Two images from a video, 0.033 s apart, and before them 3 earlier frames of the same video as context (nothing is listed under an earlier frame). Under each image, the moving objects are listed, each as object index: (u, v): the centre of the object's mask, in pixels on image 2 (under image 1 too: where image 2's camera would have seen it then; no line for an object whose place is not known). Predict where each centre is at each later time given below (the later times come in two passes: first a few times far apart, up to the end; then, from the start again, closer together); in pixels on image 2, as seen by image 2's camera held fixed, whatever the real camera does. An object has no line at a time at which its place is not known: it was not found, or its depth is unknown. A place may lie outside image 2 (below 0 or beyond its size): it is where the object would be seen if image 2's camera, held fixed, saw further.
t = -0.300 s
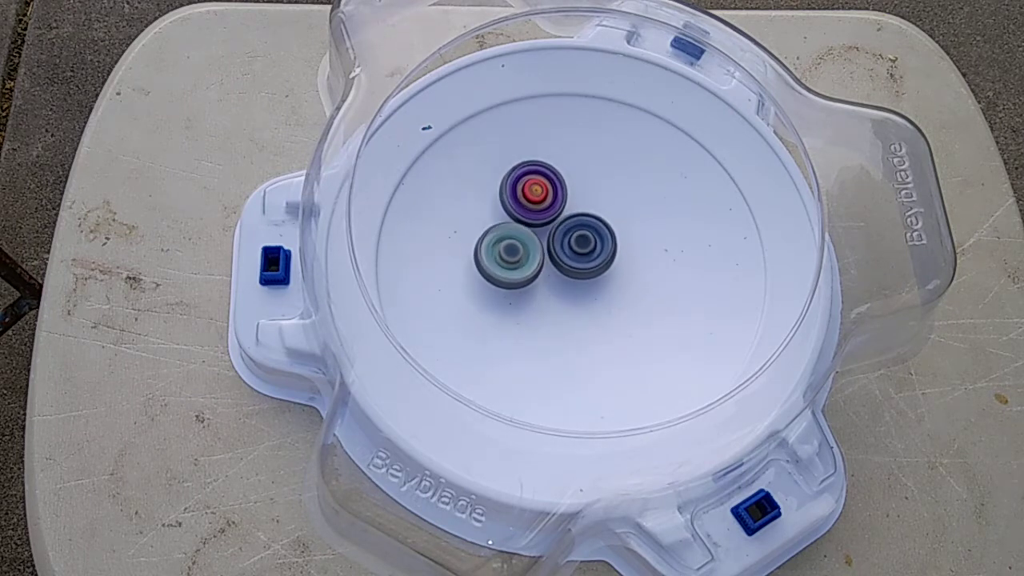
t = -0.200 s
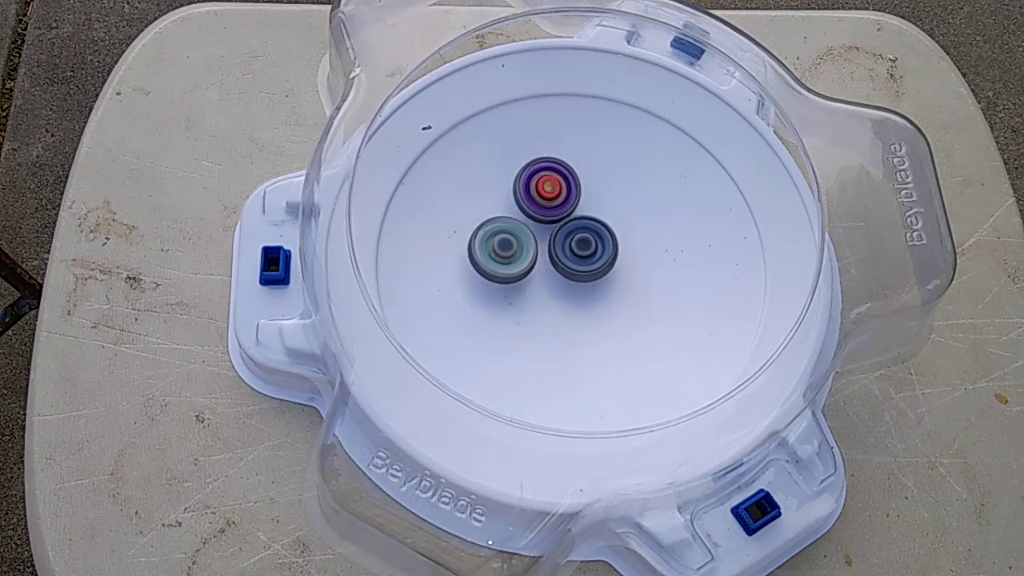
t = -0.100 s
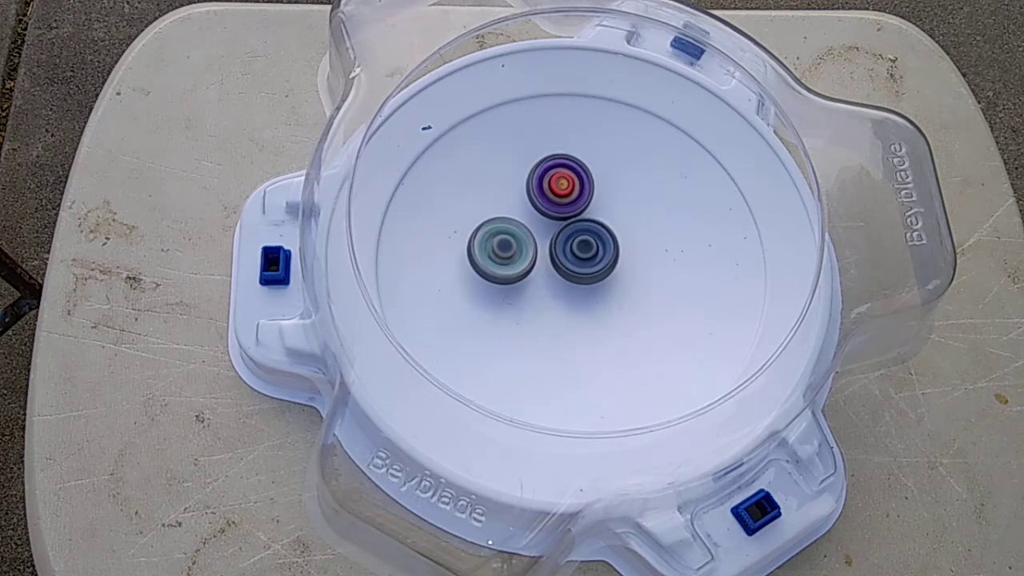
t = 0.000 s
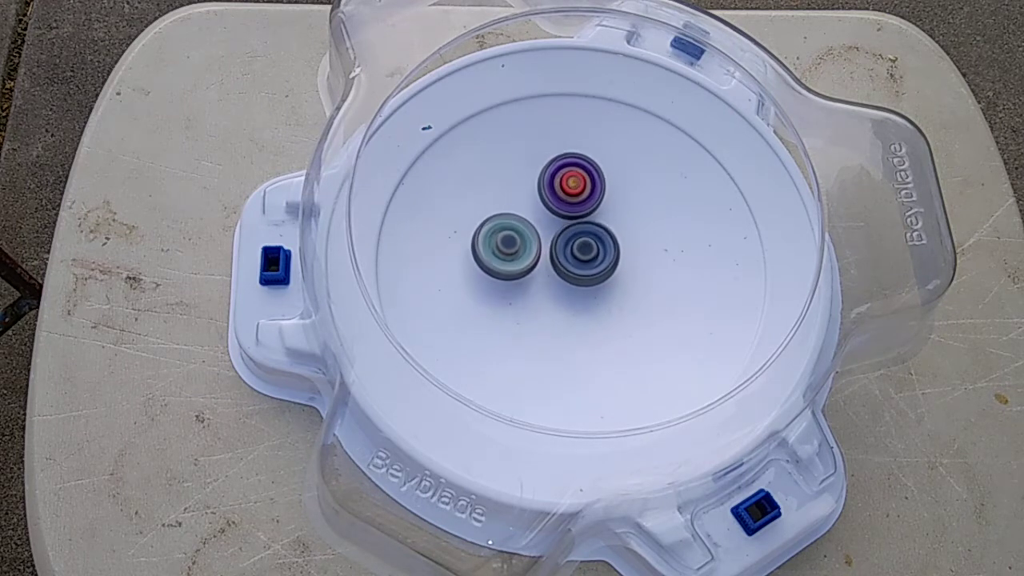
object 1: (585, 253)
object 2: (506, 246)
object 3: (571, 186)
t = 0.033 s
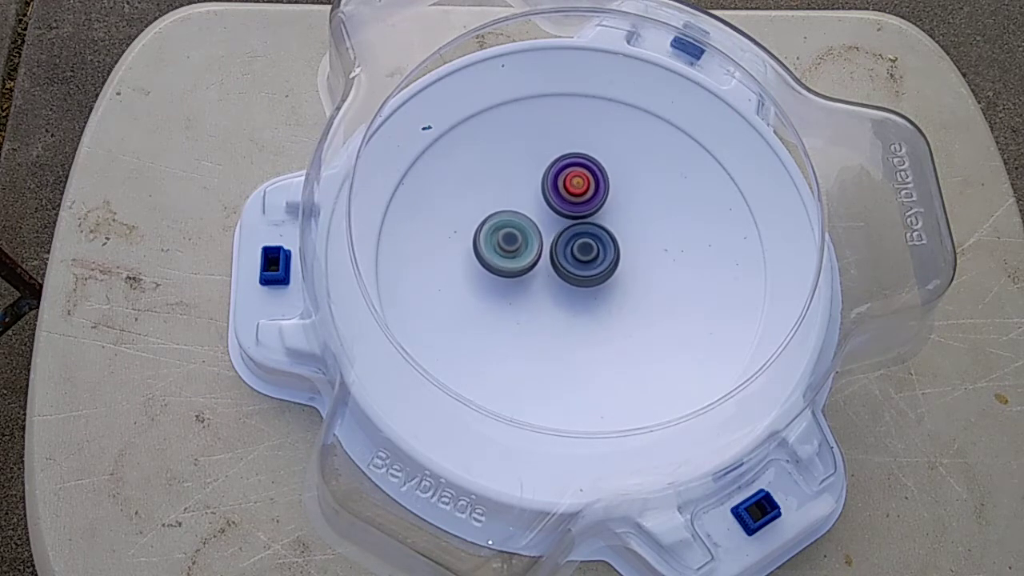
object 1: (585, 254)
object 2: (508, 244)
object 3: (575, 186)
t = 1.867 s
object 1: (551, 277)
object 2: (621, 204)
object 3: (622, 302)
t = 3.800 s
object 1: (545, 168)
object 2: (620, 316)
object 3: (505, 260)
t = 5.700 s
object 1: (627, 205)
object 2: (588, 324)
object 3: (534, 204)
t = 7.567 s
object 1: (520, 181)
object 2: (638, 281)
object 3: (545, 281)
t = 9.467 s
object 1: (544, 175)
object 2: (589, 240)
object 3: (575, 309)
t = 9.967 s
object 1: (528, 205)
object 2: (613, 210)
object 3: (590, 295)
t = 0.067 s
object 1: (585, 255)
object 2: (509, 241)
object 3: (579, 186)
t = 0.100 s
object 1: (585, 255)
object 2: (511, 238)
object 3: (583, 186)
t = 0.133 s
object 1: (584, 256)
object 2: (512, 235)
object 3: (587, 186)
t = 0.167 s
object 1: (584, 257)
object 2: (513, 232)
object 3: (591, 187)
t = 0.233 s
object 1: (584, 258)
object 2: (515, 229)
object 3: (599, 189)
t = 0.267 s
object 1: (583, 259)
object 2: (516, 228)
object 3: (603, 190)
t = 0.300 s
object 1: (583, 259)
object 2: (517, 227)
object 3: (607, 191)
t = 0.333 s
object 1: (582, 260)
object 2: (517, 226)
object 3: (610, 192)
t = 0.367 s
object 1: (582, 261)
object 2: (518, 225)
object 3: (614, 194)
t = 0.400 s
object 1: (581, 262)
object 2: (519, 225)
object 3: (617, 195)
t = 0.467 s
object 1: (580, 263)
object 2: (521, 223)
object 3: (623, 198)
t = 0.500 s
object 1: (579, 264)
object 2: (522, 222)
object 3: (626, 200)
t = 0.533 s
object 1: (579, 264)
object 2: (524, 221)
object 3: (629, 202)
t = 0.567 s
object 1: (582, 268)
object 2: (523, 216)
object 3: (631, 203)
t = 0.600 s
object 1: (583, 271)
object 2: (522, 213)
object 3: (634, 205)
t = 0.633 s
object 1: (584, 273)
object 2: (523, 210)
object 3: (636, 207)
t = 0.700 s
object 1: (584, 275)
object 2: (529, 210)
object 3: (640, 211)
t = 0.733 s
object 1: (583, 275)
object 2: (532, 211)
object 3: (642, 213)
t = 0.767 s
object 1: (582, 275)
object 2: (534, 212)
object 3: (643, 216)
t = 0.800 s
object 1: (581, 275)
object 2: (536, 214)
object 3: (644, 218)
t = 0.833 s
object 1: (580, 274)
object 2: (537, 214)
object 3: (645, 221)
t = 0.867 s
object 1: (579, 273)
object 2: (537, 215)
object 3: (646, 223)
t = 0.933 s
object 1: (577, 271)
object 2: (538, 212)
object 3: (648, 228)
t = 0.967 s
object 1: (576, 271)
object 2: (540, 209)
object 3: (649, 231)
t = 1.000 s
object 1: (575, 270)
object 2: (543, 207)
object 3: (649, 233)
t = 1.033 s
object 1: (573, 270)
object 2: (546, 204)
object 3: (649, 236)
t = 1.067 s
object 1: (572, 269)
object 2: (549, 203)
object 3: (649, 239)
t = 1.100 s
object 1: (571, 269)
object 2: (553, 202)
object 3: (649, 242)
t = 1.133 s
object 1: (570, 268)
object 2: (556, 202)
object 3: (649, 245)
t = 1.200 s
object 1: (569, 283)
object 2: (562, 192)
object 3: (648, 252)
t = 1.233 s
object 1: (569, 290)
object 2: (564, 187)
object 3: (647, 255)
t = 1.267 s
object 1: (569, 294)
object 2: (566, 187)
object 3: (646, 259)
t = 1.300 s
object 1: (569, 296)
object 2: (566, 191)
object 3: (644, 263)
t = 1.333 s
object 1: (569, 296)
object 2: (566, 196)
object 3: (643, 266)
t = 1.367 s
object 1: (570, 295)
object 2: (566, 201)
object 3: (641, 270)
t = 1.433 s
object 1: (564, 293)
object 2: (563, 210)
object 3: (644, 276)
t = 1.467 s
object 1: (557, 293)
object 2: (562, 212)
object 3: (646, 278)
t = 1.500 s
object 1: (553, 292)
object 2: (563, 214)
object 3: (646, 280)
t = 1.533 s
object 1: (551, 290)
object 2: (568, 216)
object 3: (645, 282)
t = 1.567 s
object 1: (550, 289)
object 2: (575, 219)
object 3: (643, 284)
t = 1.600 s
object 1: (550, 287)
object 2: (582, 222)
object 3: (641, 286)
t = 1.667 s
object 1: (551, 284)
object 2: (599, 225)
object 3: (637, 290)
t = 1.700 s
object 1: (552, 283)
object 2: (606, 224)
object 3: (635, 292)
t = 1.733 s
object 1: (552, 282)
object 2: (612, 222)
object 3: (632, 294)
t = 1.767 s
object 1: (553, 281)
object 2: (618, 218)
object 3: (629, 296)
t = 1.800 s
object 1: (553, 280)
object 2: (622, 213)
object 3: (626, 298)
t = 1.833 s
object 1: (553, 279)
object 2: (623, 208)
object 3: (623, 299)
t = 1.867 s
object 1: (551, 277)
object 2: (621, 204)
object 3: (622, 302)
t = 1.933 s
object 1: (545, 271)
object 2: (610, 204)
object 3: (617, 305)
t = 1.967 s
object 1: (544, 270)
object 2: (606, 206)
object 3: (615, 307)
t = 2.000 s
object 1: (543, 268)
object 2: (602, 208)
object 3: (612, 308)
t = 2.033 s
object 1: (543, 267)
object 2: (598, 210)
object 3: (609, 310)
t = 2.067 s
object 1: (542, 266)
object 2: (597, 212)
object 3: (605, 311)
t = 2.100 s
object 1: (542, 265)
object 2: (597, 215)
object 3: (602, 312)
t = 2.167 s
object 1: (542, 264)
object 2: (600, 224)
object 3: (596, 314)
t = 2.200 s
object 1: (541, 264)
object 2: (603, 231)
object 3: (592, 315)
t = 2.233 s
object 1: (537, 265)
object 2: (610, 237)
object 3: (588, 316)
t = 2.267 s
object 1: (534, 265)
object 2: (615, 241)
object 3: (584, 317)
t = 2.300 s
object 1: (532, 265)
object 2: (618, 242)
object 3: (580, 317)
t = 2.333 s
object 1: (526, 258)
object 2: (620, 242)
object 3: (581, 322)
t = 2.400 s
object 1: (520, 247)
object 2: (617, 238)
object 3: (578, 324)
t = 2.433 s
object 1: (519, 244)
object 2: (614, 237)
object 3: (575, 324)
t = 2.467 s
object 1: (520, 242)
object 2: (611, 235)
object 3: (573, 324)
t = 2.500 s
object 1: (522, 241)
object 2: (609, 234)
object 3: (570, 323)
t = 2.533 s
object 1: (523, 241)
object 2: (608, 233)
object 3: (568, 323)
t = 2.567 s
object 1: (525, 242)
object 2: (608, 233)
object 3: (565, 321)
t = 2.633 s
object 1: (528, 243)
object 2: (608, 241)
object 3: (560, 319)
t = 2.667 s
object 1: (529, 244)
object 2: (607, 248)
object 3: (558, 318)
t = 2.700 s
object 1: (531, 245)
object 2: (606, 256)
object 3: (555, 316)
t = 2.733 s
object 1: (532, 245)
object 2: (608, 263)
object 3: (552, 314)
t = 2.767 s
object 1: (533, 246)
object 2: (610, 268)
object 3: (549, 312)
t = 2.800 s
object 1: (533, 230)
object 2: (614, 271)
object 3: (549, 325)
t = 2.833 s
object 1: (532, 213)
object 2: (618, 272)
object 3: (549, 335)
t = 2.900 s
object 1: (534, 194)
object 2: (620, 270)
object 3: (548, 339)
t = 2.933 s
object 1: (536, 191)
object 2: (620, 269)
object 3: (548, 337)
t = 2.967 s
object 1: (537, 192)
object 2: (618, 268)
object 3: (548, 335)
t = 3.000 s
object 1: (537, 193)
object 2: (616, 266)
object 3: (548, 332)
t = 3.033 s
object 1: (538, 195)
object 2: (614, 264)
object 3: (548, 329)
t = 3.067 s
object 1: (538, 197)
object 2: (612, 263)
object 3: (548, 326)
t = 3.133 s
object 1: (539, 202)
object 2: (610, 262)
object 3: (546, 319)
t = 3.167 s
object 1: (540, 205)
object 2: (609, 262)
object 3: (545, 315)
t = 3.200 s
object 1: (540, 207)
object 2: (609, 264)
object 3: (544, 310)
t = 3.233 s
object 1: (541, 210)
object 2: (609, 266)
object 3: (543, 306)
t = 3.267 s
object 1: (542, 212)
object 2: (606, 270)
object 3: (541, 301)
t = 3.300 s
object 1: (544, 214)
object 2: (609, 272)
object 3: (532, 299)
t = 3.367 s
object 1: (546, 218)
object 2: (615, 276)
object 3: (520, 294)
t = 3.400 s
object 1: (547, 219)
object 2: (615, 278)
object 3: (518, 291)
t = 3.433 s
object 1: (548, 220)
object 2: (612, 280)
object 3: (516, 289)
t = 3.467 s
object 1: (550, 220)
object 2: (608, 281)
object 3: (514, 287)
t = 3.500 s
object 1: (552, 221)
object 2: (603, 282)
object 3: (512, 284)
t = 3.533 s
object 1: (553, 221)
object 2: (598, 281)
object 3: (510, 282)
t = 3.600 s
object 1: (552, 211)
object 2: (596, 290)
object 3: (508, 277)
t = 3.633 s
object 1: (545, 192)
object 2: (601, 305)
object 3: (507, 274)
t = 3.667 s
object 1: (541, 177)
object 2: (603, 316)
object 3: (506, 271)
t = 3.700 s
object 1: (540, 168)
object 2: (604, 321)
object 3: (505, 269)
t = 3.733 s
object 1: (541, 165)
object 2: (608, 321)
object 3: (505, 266)
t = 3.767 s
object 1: (543, 165)
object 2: (613, 320)
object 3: (505, 263)
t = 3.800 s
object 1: (545, 168)
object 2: (620, 316)
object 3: (505, 260)
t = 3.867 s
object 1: (550, 179)
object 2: (628, 303)
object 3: (505, 255)
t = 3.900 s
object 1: (552, 185)
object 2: (627, 295)
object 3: (505, 252)
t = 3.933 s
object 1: (554, 192)
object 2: (624, 288)
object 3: (506, 249)
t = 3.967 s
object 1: (556, 198)
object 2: (619, 282)
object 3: (506, 246)
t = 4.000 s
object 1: (564, 200)
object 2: (615, 277)
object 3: (502, 247)
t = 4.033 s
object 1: (575, 200)
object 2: (610, 274)
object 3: (496, 250)
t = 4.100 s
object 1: (588, 205)
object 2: (602, 274)
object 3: (496, 249)
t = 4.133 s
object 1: (591, 209)
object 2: (599, 276)
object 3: (497, 247)
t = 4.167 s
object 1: (593, 213)
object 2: (595, 279)
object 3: (499, 246)
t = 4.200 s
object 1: (594, 214)
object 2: (589, 285)
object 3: (501, 244)
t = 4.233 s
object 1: (596, 213)
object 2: (583, 291)
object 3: (504, 243)
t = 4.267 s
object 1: (596, 213)
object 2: (579, 296)
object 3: (506, 241)
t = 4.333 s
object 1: (595, 216)
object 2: (573, 297)
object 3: (512, 237)
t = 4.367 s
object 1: (594, 218)
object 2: (571, 295)
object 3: (515, 235)
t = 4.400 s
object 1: (593, 221)
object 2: (571, 293)
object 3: (518, 233)
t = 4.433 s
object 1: (591, 223)
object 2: (571, 290)
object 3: (521, 231)
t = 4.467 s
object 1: (596, 225)
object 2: (572, 287)
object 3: (518, 229)
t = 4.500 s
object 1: (604, 224)
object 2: (572, 288)
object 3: (517, 227)
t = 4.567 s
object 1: (612, 222)
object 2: (573, 294)
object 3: (520, 225)
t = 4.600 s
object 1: (613, 223)
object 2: (573, 295)
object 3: (522, 224)
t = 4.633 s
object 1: (613, 224)
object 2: (574, 295)
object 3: (525, 223)
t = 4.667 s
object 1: (612, 226)
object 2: (575, 296)
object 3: (527, 222)
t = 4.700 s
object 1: (611, 227)
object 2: (576, 296)
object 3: (530, 221)
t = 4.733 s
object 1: (609, 229)
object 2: (575, 296)
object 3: (533, 220)
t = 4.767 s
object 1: (606, 231)
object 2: (575, 297)
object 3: (535, 219)
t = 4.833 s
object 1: (609, 236)
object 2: (571, 298)
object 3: (537, 216)
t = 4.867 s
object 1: (609, 238)
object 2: (567, 298)
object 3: (539, 215)
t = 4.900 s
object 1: (608, 241)
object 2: (562, 296)
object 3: (541, 214)
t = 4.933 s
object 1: (607, 242)
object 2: (556, 292)
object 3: (543, 214)
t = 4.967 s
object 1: (619, 252)
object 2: (552, 287)
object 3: (535, 207)
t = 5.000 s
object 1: (633, 263)
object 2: (549, 282)
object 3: (525, 198)
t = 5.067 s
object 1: (648, 277)
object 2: (546, 275)
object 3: (519, 195)
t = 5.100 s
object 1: (650, 280)
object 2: (546, 273)
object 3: (519, 197)
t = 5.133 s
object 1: (650, 281)
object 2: (548, 272)
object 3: (518, 200)
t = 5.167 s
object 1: (647, 281)
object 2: (549, 272)
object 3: (519, 203)
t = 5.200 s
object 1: (644, 281)
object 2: (550, 272)
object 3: (520, 206)
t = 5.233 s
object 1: (640, 280)
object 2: (551, 274)
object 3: (522, 209)
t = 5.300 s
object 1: (631, 278)
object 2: (548, 280)
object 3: (526, 214)
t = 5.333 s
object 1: (627, 277)
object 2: (552, 301)
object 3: (525, 197)
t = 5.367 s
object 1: (623, 276)
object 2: (556, 316)
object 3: (525, 186)
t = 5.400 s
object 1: (619, 275)
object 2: (560, 324)
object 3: (526, 181)
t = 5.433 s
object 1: (616, 274)
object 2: (566, 327)
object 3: (526, 181)
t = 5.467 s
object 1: (613, 272)
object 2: (573, 326)
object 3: (526, 182)
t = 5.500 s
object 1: (612, 268)
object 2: (577, 325)
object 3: (526, 184)
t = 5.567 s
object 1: (625, 237)
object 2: (575, 336)
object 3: (526, 190)
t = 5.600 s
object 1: (629, 222)
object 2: (574, 338)
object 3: (527, 193)
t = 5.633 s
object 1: (631, 212)
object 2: (577, 335)
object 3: (529, 197)
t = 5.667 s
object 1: (630, 207)
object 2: (583, 331)
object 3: (531, 201)
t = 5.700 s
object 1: (627, 205)
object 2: (588, 324)
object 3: (534, 204)
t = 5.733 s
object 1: (622, 204)
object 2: (593, 316)
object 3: (537, 208)
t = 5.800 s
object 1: (613, 205)
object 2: (596, 298)
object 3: (542, 215)
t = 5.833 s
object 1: (615, 206)
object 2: (595, 290)
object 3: (539, 219)
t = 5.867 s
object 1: (615, 207)
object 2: (592, 283)
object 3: (540, 223)
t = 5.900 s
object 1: (612, 208)
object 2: (589, 278)
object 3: (543, 227)
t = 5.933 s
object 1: (611, 209)
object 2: (591, 282)
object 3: (540, 225)
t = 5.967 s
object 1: (621, 209)
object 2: (590, 285)
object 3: (529, 225)
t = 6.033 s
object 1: (627, 211)
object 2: (583, 287)
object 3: (521, 232)
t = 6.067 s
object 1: (626, 212)
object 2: (579, 286)
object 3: (522, 237)
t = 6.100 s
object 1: (624, 213)
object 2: (579, 289)
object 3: (521, 239)
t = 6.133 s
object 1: (622, 213)
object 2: (584, 296)
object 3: (516, 236)
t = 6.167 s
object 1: (619, 214)
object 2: (586, 300)
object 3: (514, 236)
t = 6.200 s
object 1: (616, 214)
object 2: (585, 300)
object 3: (515, 239)
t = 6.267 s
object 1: (611, 215)
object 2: (581, 293)
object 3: (517, 248)
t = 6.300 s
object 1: (609, 215)
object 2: (582, 287)
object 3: (519, 253)
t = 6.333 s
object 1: (607, 216)
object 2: (594, 289)
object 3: (513, 252)
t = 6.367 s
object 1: (604, 216)
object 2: (606, 288)
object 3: (508, 251)
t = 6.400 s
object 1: (602, 217)
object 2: (614, 284)
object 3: (508, 253)
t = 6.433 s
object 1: (600, 214)
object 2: (620, 283)
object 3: (508, 257)
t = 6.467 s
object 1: (597, 209)
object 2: (623, 285)
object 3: (510, 261)
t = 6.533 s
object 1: (594, 205)
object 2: (619, 285)
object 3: (513, 268)
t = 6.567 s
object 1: (592, 205)
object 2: (614, 283)
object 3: (515, 272)
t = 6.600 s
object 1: (591, 206)
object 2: (609, 281)
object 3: (518, 275)
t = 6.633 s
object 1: (589, 208)
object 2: (603, 278)
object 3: (521, 278)
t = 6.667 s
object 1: (588, 210)
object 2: (598, 275)
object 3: (523, 281)
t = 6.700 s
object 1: (586, 198)
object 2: (599, 287)
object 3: (523, 283)
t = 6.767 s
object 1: (582, 186)
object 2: (602, 300)
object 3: (525, 286)
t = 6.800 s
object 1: (581, 185)
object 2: (602, 300)
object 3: (528, 288)
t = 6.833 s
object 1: (580, 187)
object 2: (603, 298)
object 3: (531, 290)
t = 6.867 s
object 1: (578, 189)
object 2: (613, 296)
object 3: (527, 289)
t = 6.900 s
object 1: (577, 193)
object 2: (621, 295)
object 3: (526, 289)
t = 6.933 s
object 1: (575, 196)
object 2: (626, 292)
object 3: (528, 290)
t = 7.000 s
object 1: (572, 204)
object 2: (627, 285)
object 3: (532, 292)
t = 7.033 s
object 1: (570, 208)
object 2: (624, 281)
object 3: (534, 293)
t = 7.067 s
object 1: (569, 212)
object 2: (621, 277)
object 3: (537, 293)
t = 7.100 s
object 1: (568, 215)
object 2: (618, 273)
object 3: (540, 294)
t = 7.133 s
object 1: (568, 219)
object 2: (615, 270)
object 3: (543, 294)
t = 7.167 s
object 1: (552, 203)
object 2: (626, 284)
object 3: (546, 293)
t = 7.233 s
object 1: (530, 181)
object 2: (639, 303)
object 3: (551, 291)
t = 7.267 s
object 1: (524, 177)
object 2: (640, 306)
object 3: (554, 289)
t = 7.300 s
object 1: (521, 178)
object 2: (638, 306)
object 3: (557, 287)
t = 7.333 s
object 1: (520, 180)
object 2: (634, 303)
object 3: (560, 285)
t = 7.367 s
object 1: (520, 184)
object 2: (633, 300)
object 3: (559, 282)
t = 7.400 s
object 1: (520, 189)
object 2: (642, 299)
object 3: (549, 275)
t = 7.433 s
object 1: (521, 193)
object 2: (647, 297)
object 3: (544, 269)
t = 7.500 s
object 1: (520, 191)
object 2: (646, 289)
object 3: (542, 271)
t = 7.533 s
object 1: (520, 184)
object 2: (642, 285)
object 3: (544, 278)
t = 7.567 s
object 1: (520, 181)
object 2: (638, 281)
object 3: (545, 281)
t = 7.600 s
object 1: (521, 181)
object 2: (633, 277)
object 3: (547, 281)
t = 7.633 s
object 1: (522, 184)
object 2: (628, 273)
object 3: (549, 281)
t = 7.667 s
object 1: (523, 187)
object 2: (624, 270)
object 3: (552, 281)
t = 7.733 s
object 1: (525, 194)
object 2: (624, 265)
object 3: (554, 280)
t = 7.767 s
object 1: (525, 198)
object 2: (633, 264)
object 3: (548, 279)
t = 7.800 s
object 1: (526, 201)
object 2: (641, 263)
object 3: (543, 278)
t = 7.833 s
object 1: (527, 203)
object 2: (645, 263)
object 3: (541, 277)
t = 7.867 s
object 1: (528, 206)
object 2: (646, 265)
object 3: (542, 277)
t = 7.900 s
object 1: (528, 209)
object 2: (644, 268)
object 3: (542, 277)
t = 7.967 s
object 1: (530, 199)
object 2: (635, 274)
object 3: (545, 289)
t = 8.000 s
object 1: (531, 192)
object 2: (630, 276)
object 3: (548, 297)
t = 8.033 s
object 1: (532, 189)
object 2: (625, 278)
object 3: (551, 301)
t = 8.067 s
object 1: (534, 189)
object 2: (623, 279)
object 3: (551, 302)
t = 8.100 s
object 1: (535, 191)
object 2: (627, 278)
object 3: (545, 304)
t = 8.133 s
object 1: (537, 193)
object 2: (629, 277)
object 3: (544, 303)
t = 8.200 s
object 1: (539, 198)
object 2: (626, 278)
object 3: (548, 303)
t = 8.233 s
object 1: (540, 201)
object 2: (622, 279)
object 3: (550, 303)
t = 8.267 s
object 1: (541, 203)
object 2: (619, 279)
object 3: (550, 303)
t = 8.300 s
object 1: (543, 206)
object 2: (623, 277)
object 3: (544, 304)
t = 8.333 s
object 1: (544, 209)
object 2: (625, 275)
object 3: (543, 303)
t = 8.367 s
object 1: (545, 212)
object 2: (624, 274)
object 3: (544, 303)
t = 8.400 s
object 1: (546, 215)
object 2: (620, 274)
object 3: (545, 303)
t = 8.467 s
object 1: (549, 221)
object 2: (611, 273)
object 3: (545, 303)
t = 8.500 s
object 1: (550, 223)
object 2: (618, 268)
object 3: (536, 304)
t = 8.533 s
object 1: (551, 226)
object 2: (621, 265)
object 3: (530, 303)
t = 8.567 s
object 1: (553, 228)
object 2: (620, 264)
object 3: (529, 302)
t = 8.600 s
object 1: (554, 230)
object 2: (617, 264)
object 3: (529, 302)
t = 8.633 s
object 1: (552, 230)
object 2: (617, 266)
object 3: (529, 301)
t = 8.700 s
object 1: (551, 231)
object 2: (610, 269)
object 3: (529, 301)
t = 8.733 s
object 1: (547, 228)
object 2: (610, 273)
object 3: (530, 299)
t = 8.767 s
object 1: (545, 227)
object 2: (608, 273)
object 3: (530, 298)
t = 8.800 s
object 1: (545, 228)
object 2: (607, 272)
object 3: (531, 296)
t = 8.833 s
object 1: (546, 228)
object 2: (606, 269)
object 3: (531, 294)
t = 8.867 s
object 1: (549, 225)
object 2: (607, 265)
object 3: (531, 295)
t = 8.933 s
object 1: (541, 214)
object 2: (620, 264)
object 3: (533, 292)
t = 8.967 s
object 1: (538, 213)
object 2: (624, 261)
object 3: (533, 289)
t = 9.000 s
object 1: (537, 213)
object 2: (627, 257)
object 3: (534, 286)
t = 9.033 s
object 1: (537, 214)
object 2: (629, 252)
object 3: (535, 283)
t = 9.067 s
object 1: (538, 208)
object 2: (627, 248)
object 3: (535, 288)
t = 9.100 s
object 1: (541, 186)
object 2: (624, 245)
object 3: (535, 306)
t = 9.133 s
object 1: (545, 169)
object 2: (619, 243)
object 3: (536, 318)
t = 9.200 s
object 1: (549, 155)
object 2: (610, 242)
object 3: (542, 324)
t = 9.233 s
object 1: (549, 155)
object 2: (606, 242)
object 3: (546, 323)
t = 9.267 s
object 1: (549, 156)
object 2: (602, 242)
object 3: (551, 322)
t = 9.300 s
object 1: (548, 159)
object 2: (598, 242)
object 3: (556, 320)
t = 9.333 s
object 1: (547, 162)
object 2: (595, 242)
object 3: (561, 318)
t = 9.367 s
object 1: (546, 165)
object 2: (592, 242)
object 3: (565, 316)
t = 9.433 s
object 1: (544, 172)
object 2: (589, 243)
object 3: (572, 309)
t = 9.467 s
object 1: (544, 175)
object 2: (589, 240)
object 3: (575, 309)
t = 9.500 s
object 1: (543, 178)
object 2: (591, 236)
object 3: (577, 307)
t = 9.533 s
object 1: (543, 181)
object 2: (592, 234)
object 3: (580, 304)
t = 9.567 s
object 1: (543, 184)
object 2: (593, 234)
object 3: (583, 301)
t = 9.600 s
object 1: (543, 186)
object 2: (596, 230)
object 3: (585, 301)
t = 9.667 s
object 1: (541, 188)
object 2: (604, 230)
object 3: (588, 297)
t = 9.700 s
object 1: (541, 190)
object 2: (607, 228)
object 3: (588, 300)
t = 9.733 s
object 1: (542, 192)
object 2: (611, 219)
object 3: (586, 305)
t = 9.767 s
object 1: (543, 194)
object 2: (612, 214)
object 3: (584, 307)
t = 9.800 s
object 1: (534, 194)
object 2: (619, 215)
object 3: (584, 306)
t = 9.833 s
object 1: (528, 194)
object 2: (625, 217)
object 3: (585, 303)
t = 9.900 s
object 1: (525, 198)
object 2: (624, 216)
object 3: (588, 299)
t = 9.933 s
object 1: (526, 201)
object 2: (619, 213)
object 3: (589, 297)
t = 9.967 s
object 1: (528, 205)
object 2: (613, 210)
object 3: (590, 295)
